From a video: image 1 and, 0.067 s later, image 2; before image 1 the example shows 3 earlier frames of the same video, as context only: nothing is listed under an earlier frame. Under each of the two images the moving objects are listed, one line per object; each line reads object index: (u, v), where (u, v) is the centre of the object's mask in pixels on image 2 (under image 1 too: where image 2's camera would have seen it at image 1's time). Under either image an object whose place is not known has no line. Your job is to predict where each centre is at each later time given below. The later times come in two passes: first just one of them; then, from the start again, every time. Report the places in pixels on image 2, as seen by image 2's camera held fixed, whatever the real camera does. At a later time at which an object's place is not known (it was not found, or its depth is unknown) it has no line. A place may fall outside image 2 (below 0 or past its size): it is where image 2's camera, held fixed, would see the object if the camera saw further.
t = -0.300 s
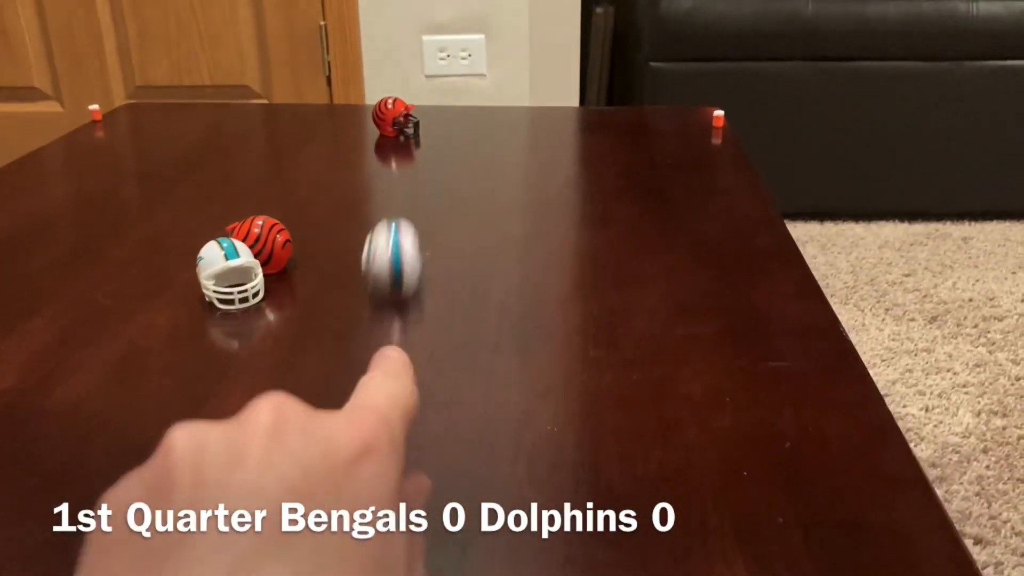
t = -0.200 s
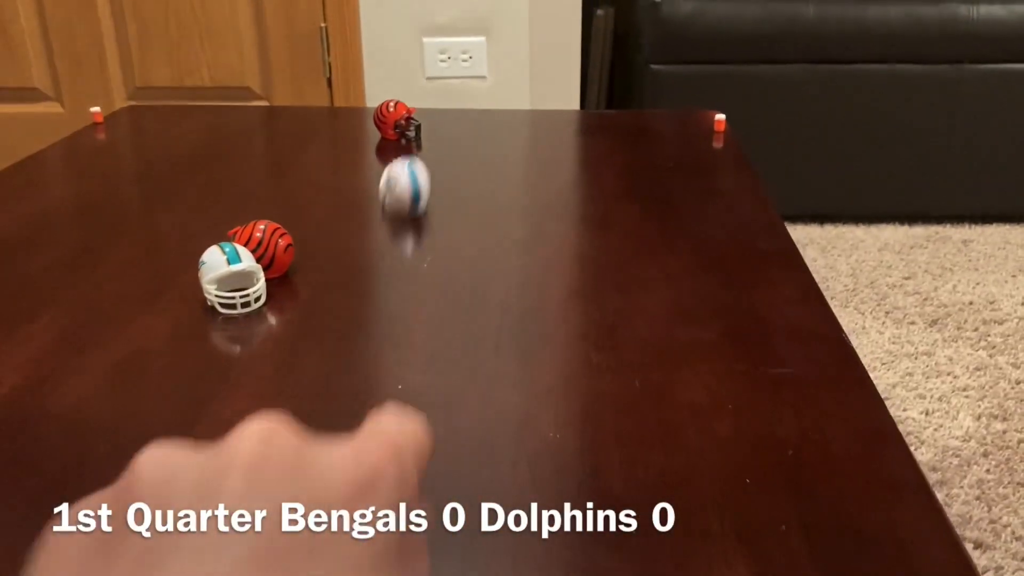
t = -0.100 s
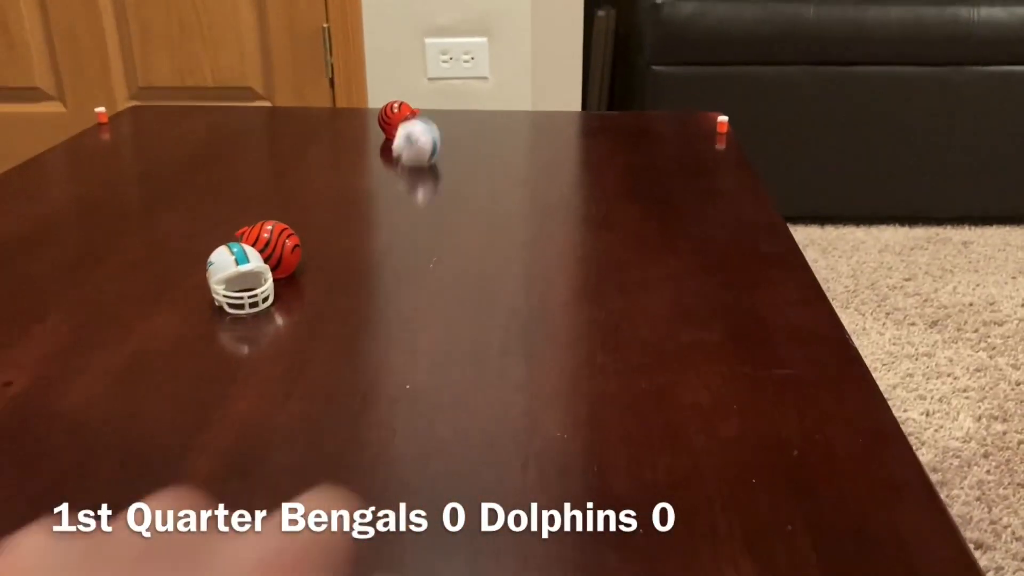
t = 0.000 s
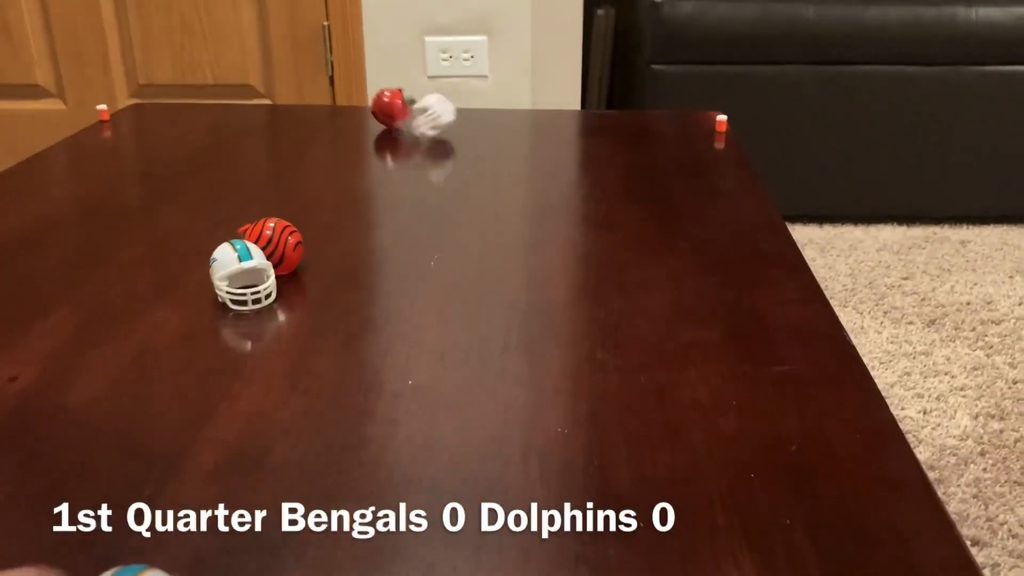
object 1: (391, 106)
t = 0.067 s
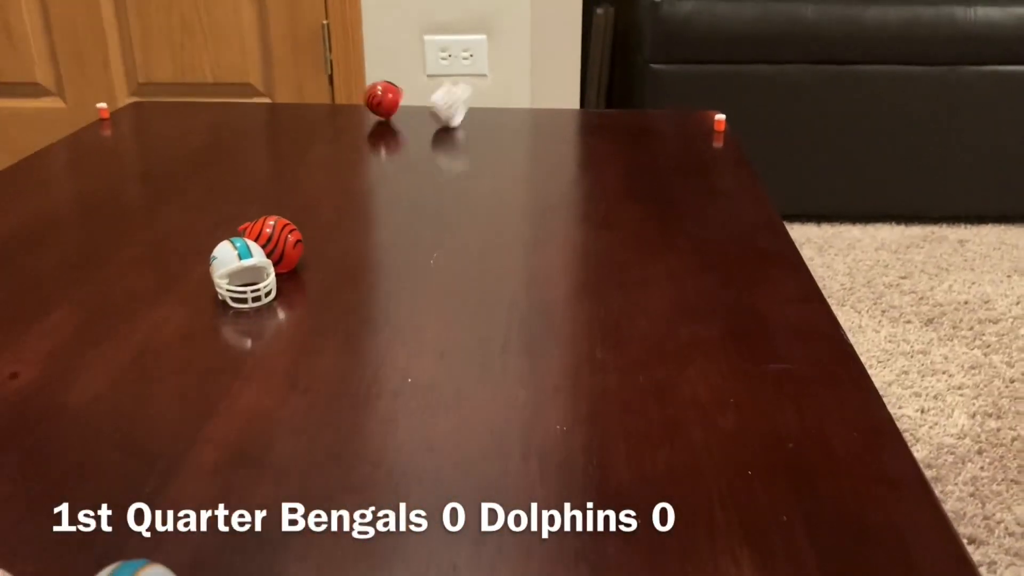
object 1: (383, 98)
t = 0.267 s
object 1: (359, 94)
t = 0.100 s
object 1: (379, 97)
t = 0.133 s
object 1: (373, 95)
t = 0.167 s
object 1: (367, 94)
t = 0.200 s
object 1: (363, 95)
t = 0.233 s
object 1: (360, 94)
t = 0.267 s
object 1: (359, 94)
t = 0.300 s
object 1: (362, 93)
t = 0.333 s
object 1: (366, 93)
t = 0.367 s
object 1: (368, 93)
